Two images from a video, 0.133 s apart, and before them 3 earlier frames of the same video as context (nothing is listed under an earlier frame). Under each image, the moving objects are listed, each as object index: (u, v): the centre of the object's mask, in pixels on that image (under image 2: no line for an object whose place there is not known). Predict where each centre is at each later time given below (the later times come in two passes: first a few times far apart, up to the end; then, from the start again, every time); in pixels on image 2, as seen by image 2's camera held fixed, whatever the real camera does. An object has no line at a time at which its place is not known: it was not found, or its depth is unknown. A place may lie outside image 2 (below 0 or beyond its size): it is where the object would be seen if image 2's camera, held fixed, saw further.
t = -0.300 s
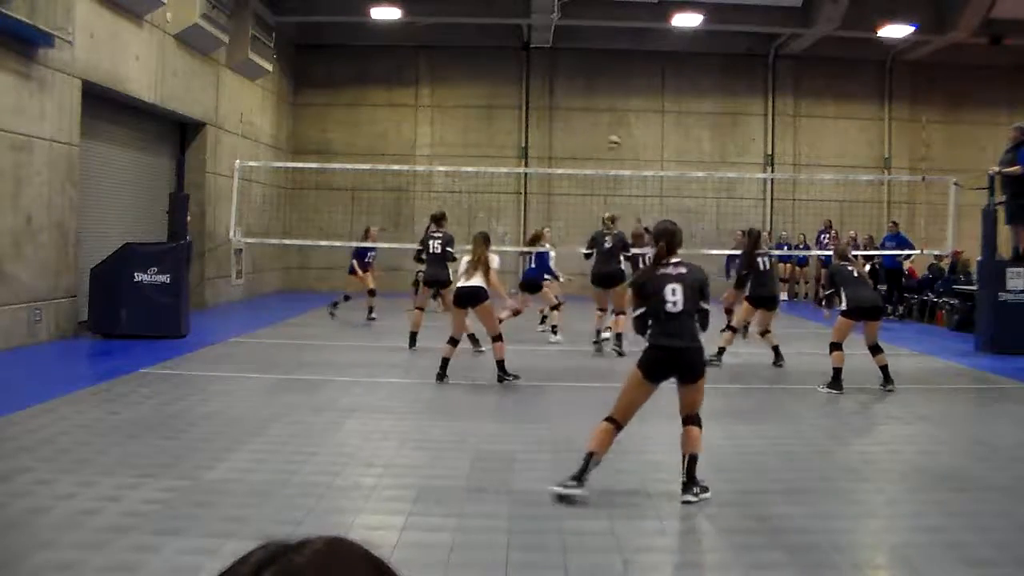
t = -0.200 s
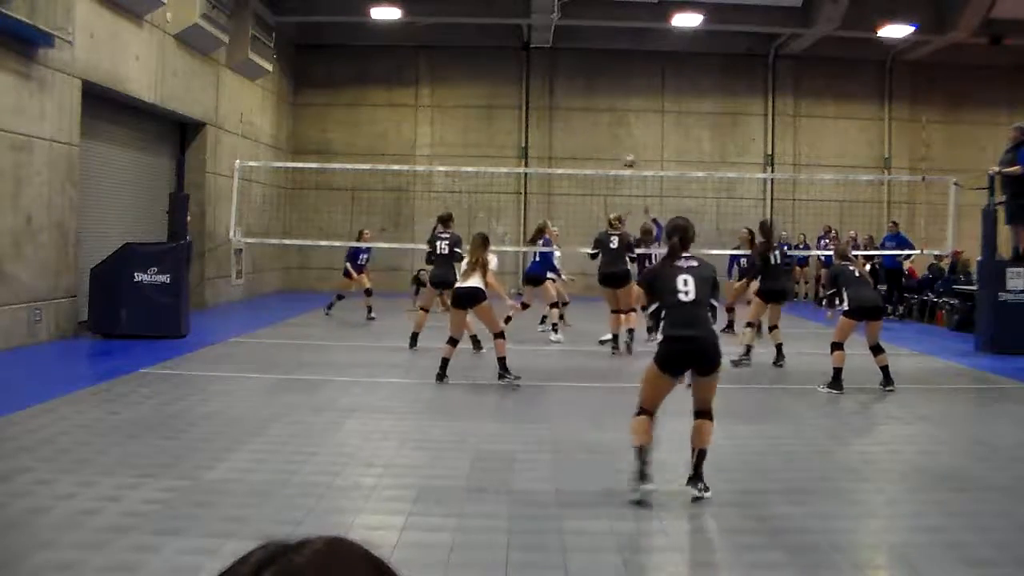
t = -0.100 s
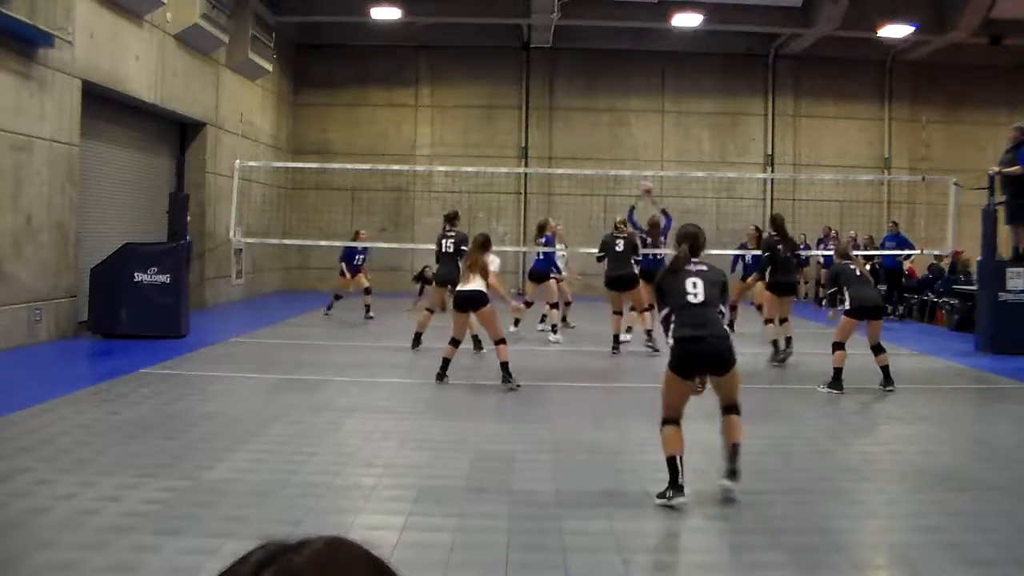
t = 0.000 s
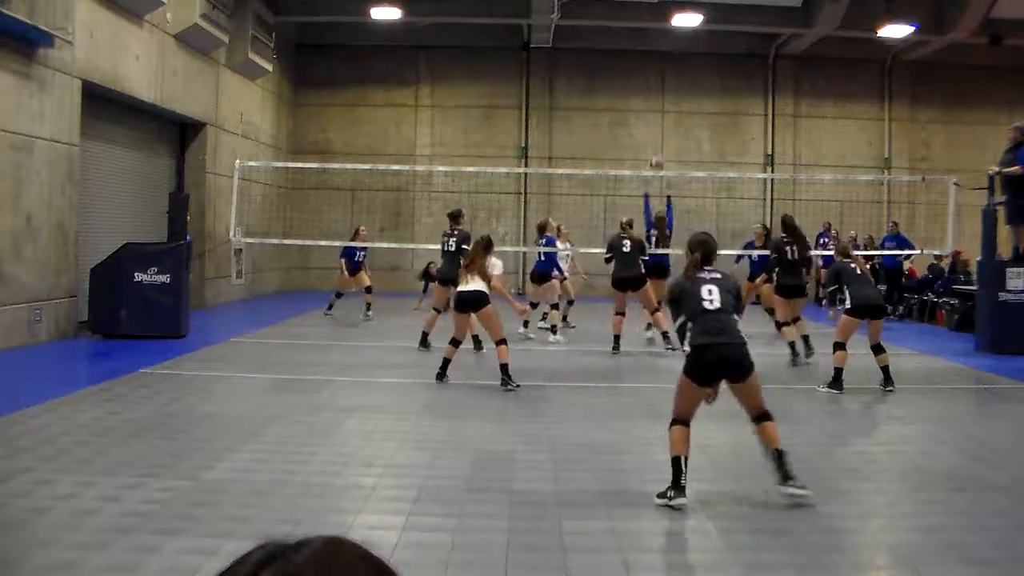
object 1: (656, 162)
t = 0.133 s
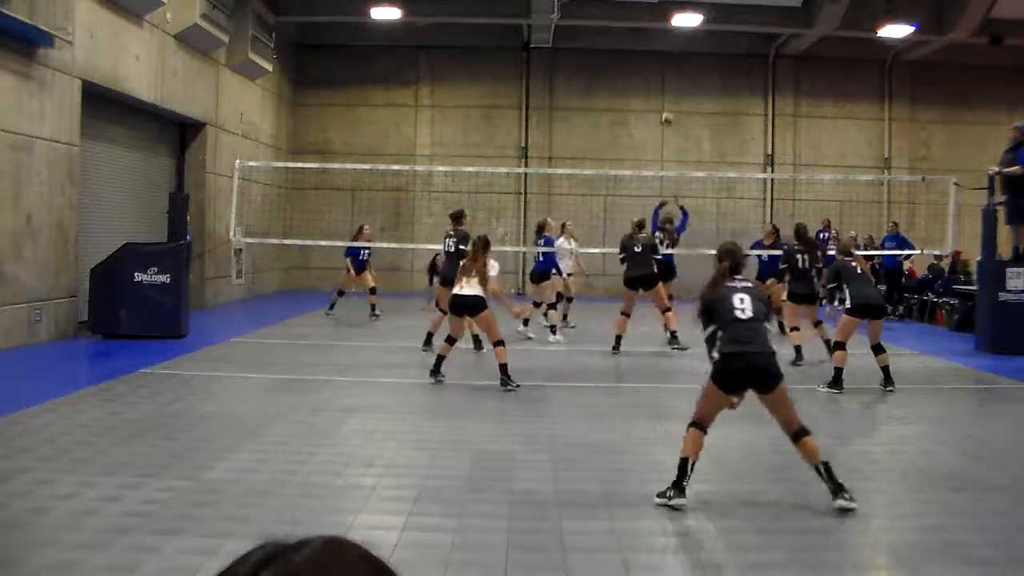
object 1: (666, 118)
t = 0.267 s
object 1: (676, 89)
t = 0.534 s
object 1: (692, 68)
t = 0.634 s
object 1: (699, 72)
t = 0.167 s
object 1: (670, 109)
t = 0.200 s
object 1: (672, 102)
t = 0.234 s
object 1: (674, 95)
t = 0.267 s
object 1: (676, 89)
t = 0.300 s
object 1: (678, 84)
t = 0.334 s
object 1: (680, 80)
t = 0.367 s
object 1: (682, 76)
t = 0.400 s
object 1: (684, 73)
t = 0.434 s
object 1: (686, 71)
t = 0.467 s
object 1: (688, 69)
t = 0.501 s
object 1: (690, 69)
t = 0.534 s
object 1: (692, 68)
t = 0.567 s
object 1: (695, 69)
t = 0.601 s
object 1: (697, 70)
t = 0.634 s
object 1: (699, 72)
